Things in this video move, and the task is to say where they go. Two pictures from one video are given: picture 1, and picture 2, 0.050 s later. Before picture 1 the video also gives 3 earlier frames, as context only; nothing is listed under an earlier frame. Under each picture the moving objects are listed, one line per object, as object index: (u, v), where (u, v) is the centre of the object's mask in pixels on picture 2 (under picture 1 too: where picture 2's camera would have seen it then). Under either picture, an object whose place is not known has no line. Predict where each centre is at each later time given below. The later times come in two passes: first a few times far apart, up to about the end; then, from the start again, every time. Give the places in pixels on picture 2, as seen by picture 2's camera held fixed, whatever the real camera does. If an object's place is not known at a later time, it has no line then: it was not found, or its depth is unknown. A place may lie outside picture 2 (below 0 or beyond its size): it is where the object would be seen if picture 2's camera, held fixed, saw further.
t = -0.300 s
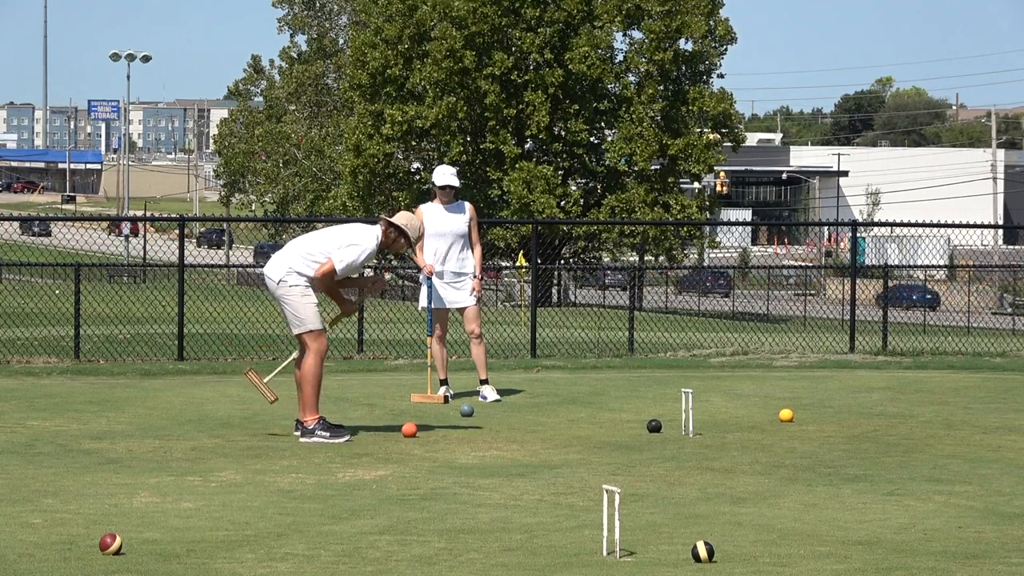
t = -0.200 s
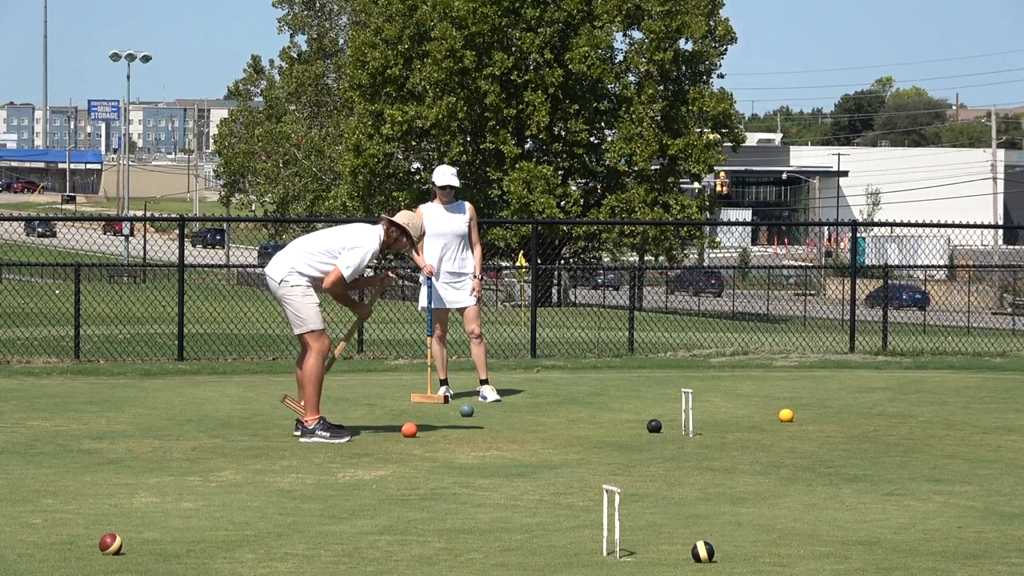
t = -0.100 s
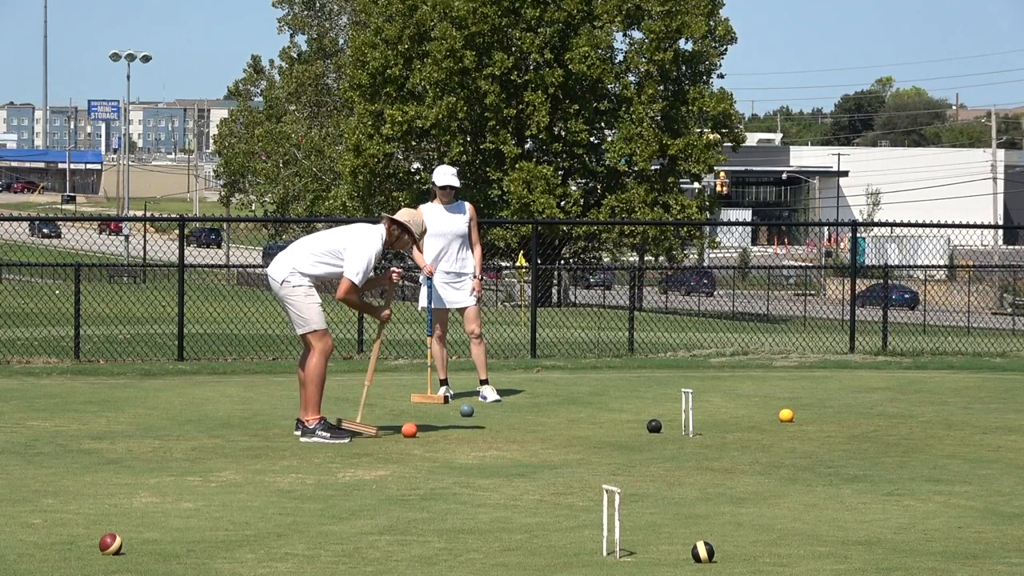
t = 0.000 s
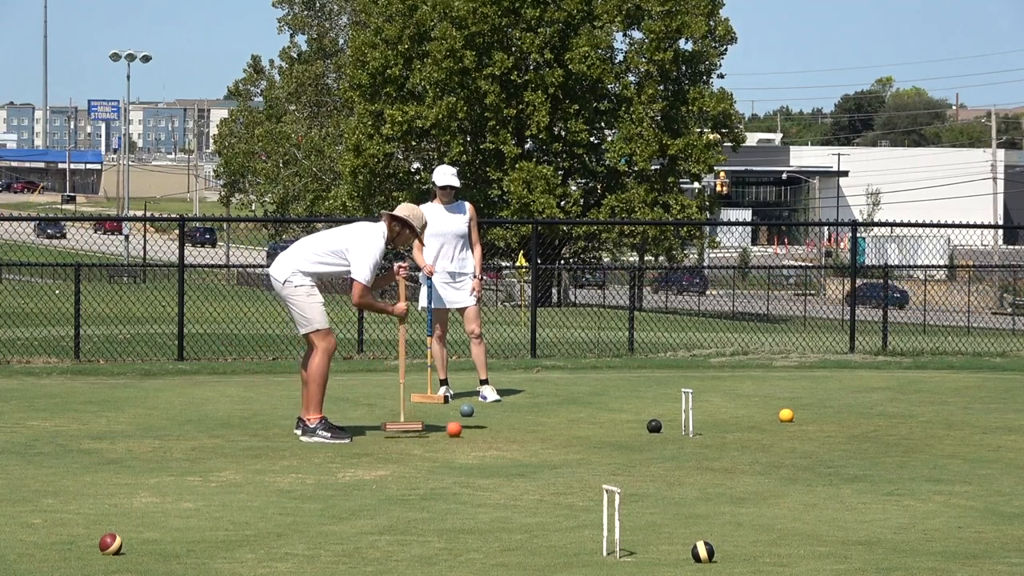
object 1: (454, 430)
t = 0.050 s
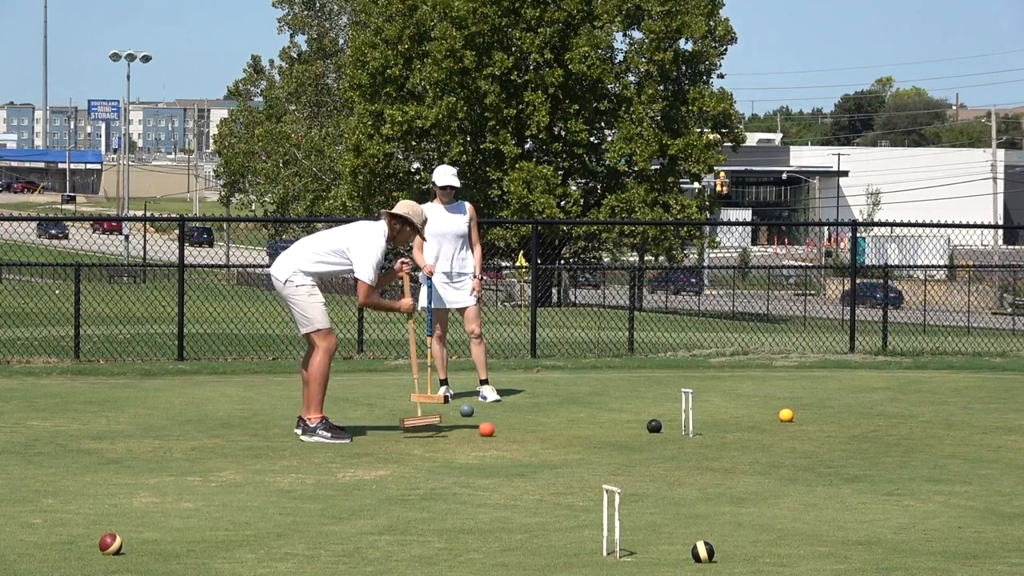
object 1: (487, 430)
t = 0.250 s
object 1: (592, 428)
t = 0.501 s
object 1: (690, 429)
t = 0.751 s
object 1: (726, 429)
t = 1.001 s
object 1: (758, 428)
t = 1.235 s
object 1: (781, 429)
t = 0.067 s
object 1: (496, 430)
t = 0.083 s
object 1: (506, 430)
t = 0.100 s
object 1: (515, 429)
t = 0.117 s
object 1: (524, 429)
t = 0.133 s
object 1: (533, 430)
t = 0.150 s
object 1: (543, 430)
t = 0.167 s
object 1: (552, 431)
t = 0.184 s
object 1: (560, 430)
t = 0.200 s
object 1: (568, 429)
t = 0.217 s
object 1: (576, 428)
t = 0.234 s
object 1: (584, 428)
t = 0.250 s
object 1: (592, 428)
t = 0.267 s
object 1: (600, 428)
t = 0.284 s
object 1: (608, 428)
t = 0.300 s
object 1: (616, 429)
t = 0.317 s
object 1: (623, 429)
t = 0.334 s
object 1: (631, 429)
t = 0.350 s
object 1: (639, 428)
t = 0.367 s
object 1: (646, 428)
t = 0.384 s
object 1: (654, 428)
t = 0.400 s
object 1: (662, 428)
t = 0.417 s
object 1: (669, 428)
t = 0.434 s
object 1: (677, 428)
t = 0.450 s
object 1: (683, 429)
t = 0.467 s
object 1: (685, 429)
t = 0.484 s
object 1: (689, 428)
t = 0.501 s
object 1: (690, 429)
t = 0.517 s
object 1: (693, 428)
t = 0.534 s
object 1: (697, 429)
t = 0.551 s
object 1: (698, 429)
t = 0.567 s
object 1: (700, 428)
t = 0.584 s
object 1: (702, 428)
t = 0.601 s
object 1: (705, 428)
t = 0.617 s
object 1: (707, 428)
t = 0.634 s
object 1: (710, 427)
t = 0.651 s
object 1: (712, 428)
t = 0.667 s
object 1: (715, 428)
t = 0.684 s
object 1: (717, 428)
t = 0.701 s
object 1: (720, 428)
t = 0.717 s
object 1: (722, 428)
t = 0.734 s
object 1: (724, 428)
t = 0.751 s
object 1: (726, 429)
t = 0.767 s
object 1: (729, 429)
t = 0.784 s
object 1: (731, 429)
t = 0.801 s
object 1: (734, 429)
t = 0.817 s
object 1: (736, 429)
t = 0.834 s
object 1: (738, 429)
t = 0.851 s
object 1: (740, 429)
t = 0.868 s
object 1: (742, 429)
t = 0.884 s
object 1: (744, 429)
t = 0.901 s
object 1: (747, 428)
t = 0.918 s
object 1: (749, 428)
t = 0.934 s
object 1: (750, 428)
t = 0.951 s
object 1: (752, 428)
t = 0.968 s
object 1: (754, 428)
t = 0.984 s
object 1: (756, 428)
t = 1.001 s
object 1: (758, 428)
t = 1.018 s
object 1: (760, 428)
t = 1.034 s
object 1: (762, 428)
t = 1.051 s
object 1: (763, 428)
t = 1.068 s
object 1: (765, 429)
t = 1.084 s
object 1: (767, 429)
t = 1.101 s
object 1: (768, 429)
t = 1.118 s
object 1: (770, 428)
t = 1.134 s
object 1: (772, 428)
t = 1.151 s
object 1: (773, 429)
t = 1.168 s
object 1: (775, 429)
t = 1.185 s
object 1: (776, 429)
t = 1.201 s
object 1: (778, 429)
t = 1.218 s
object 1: (779, 429)
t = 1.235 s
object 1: (781, 429)
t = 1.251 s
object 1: (782, 429)
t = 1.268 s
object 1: (783, 428)
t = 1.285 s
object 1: (784, 429)
